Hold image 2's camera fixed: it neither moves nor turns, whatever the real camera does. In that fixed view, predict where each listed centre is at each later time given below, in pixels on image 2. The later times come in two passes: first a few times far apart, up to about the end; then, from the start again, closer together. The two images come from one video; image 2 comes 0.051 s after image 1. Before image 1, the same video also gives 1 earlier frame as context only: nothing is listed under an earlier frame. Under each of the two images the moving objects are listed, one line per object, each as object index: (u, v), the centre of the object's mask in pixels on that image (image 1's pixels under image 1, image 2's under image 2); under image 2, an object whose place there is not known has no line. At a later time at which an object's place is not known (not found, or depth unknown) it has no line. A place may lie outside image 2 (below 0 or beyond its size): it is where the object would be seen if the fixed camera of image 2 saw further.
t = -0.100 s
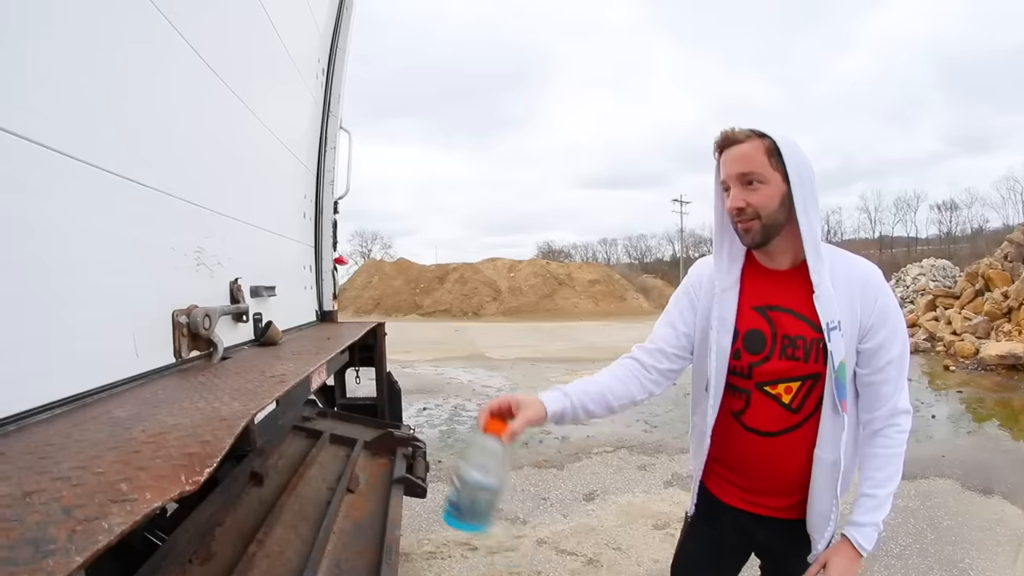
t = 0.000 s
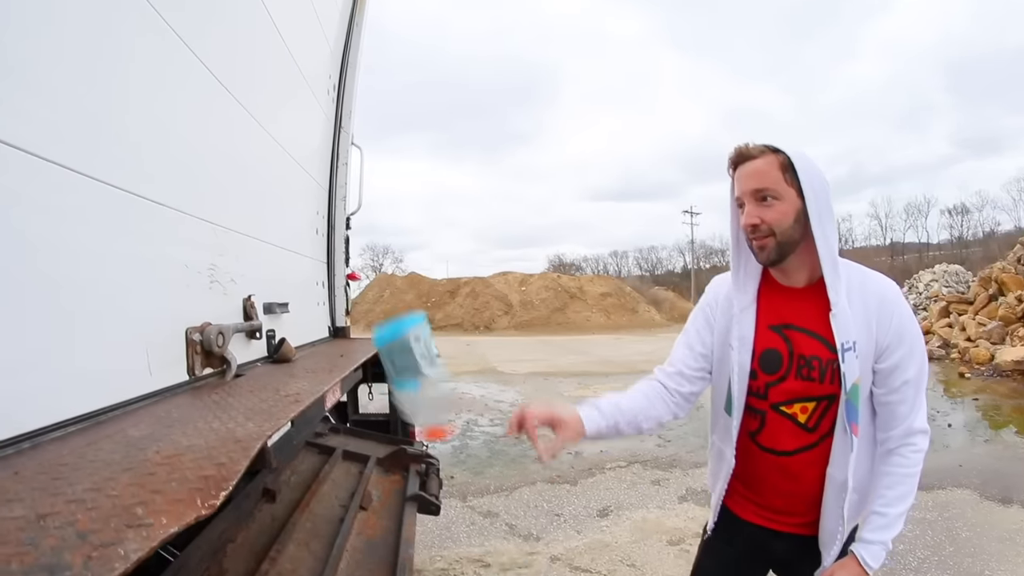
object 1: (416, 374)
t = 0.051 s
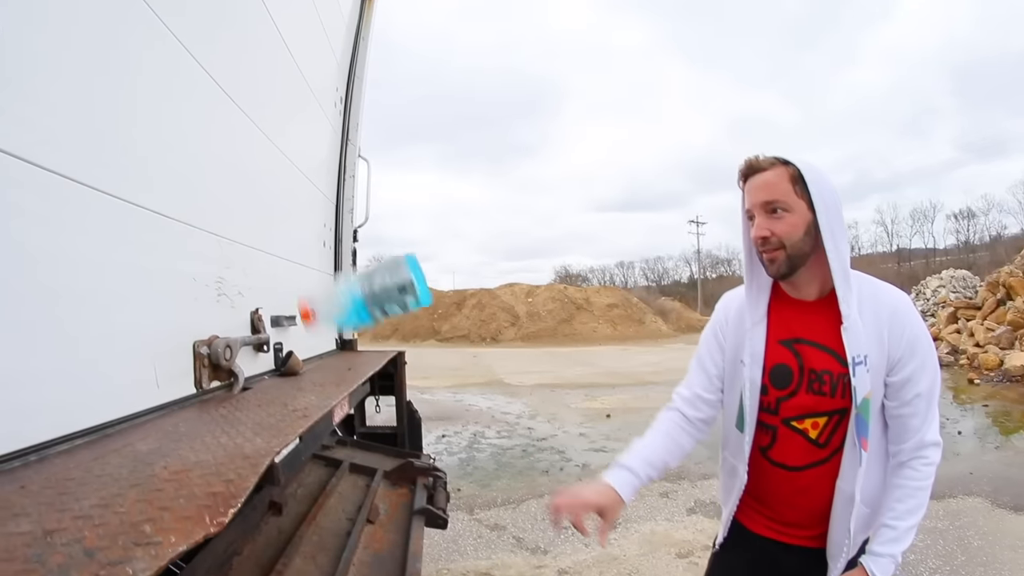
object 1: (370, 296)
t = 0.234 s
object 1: (305, 141)
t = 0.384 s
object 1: (230, 164)
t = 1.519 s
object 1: (250, 410)
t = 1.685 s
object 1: (236, 411)
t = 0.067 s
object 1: (362, 268)
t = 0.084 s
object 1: (356, 245)
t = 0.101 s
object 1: (353, 227)
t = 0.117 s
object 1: (347, 210)
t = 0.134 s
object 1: (342, 195)
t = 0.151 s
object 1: (335, 183)
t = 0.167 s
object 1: (330, 171)
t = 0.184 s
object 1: (324, 161)
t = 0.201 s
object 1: (319, 152)
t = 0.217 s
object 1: (313, 146)
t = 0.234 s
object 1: (305, 141)
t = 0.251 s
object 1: (297, 139)
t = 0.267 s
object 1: (290, 137)
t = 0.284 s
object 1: (281, 137)
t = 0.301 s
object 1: (273, 138)
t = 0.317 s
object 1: (265, 141)
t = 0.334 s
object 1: (256, 145)
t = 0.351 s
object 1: (248, 150)
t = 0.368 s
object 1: (239, 156)
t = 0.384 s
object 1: (230, 164)
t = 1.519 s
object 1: (250, 410)
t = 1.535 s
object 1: (249, 410)
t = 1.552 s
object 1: (248, 410)
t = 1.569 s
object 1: (246, 410)
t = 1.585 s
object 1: (245, 410)
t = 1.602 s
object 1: (243, 411)
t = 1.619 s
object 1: (242, 411)
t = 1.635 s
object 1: (240, 411)
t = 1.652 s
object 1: (239, 411)
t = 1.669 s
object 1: (238, 411)
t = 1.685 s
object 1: (236, 411)
